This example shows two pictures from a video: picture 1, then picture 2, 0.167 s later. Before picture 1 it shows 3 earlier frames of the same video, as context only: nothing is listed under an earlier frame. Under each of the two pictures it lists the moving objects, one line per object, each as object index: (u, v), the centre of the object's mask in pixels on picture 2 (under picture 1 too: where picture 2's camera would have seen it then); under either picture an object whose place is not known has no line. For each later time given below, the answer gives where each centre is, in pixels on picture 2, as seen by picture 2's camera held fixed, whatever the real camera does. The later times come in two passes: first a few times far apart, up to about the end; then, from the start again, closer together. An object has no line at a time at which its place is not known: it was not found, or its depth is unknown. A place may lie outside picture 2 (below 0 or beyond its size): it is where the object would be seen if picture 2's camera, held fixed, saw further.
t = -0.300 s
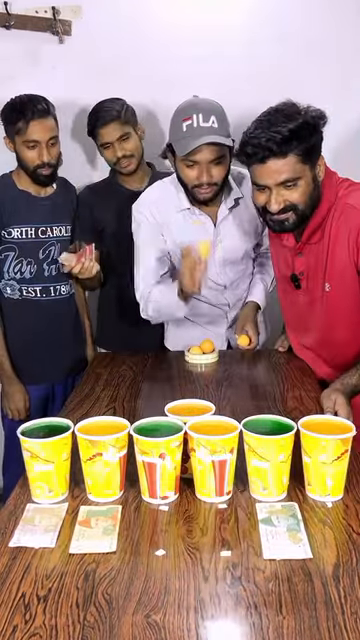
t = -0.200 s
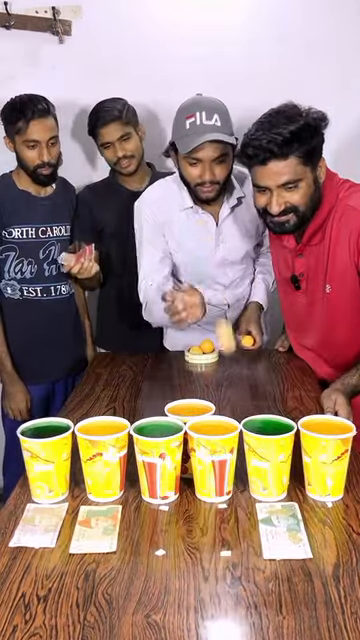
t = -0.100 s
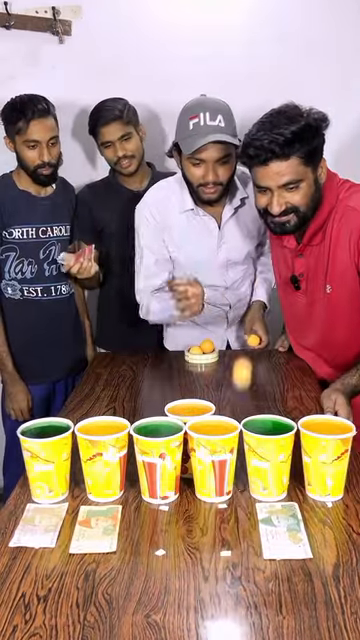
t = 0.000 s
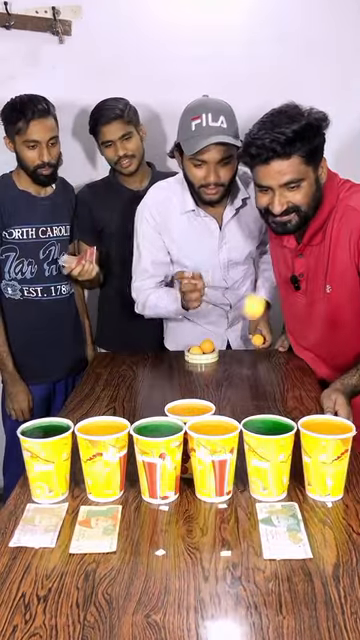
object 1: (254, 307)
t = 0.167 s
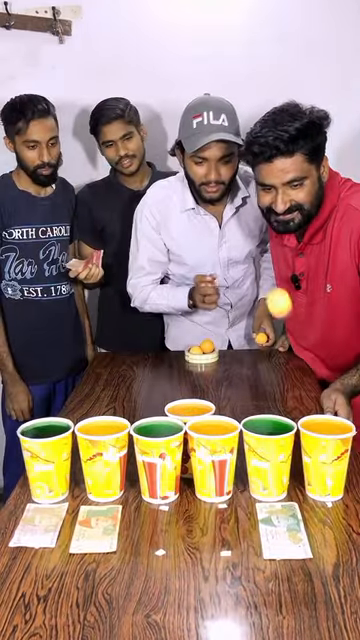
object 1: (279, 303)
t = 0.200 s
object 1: (284, 321)
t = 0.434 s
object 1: (314, 504)
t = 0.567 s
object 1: (338, 582)
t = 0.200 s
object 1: (284, 321)
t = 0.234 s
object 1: (289, 347)
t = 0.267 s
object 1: (294, 381)
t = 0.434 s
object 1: (314, 504)
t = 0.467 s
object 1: (320, 544)
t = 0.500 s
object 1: (323, 584)
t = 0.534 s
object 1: (330, 580)
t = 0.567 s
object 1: (338, 582)
